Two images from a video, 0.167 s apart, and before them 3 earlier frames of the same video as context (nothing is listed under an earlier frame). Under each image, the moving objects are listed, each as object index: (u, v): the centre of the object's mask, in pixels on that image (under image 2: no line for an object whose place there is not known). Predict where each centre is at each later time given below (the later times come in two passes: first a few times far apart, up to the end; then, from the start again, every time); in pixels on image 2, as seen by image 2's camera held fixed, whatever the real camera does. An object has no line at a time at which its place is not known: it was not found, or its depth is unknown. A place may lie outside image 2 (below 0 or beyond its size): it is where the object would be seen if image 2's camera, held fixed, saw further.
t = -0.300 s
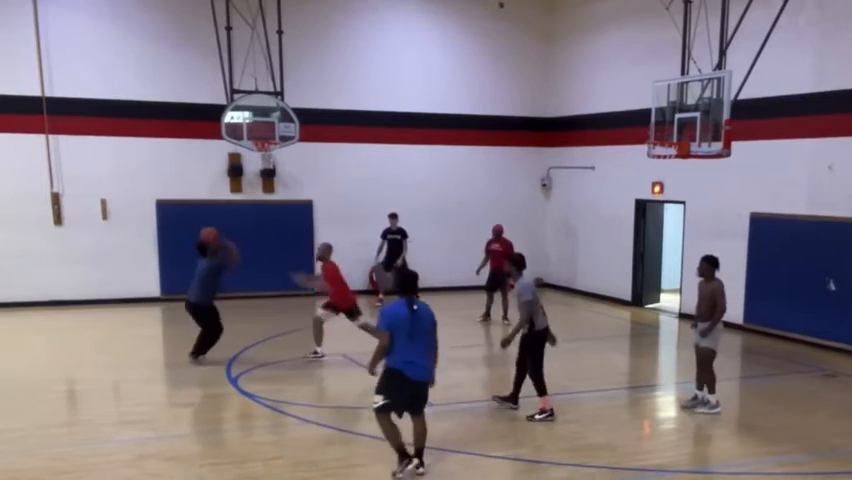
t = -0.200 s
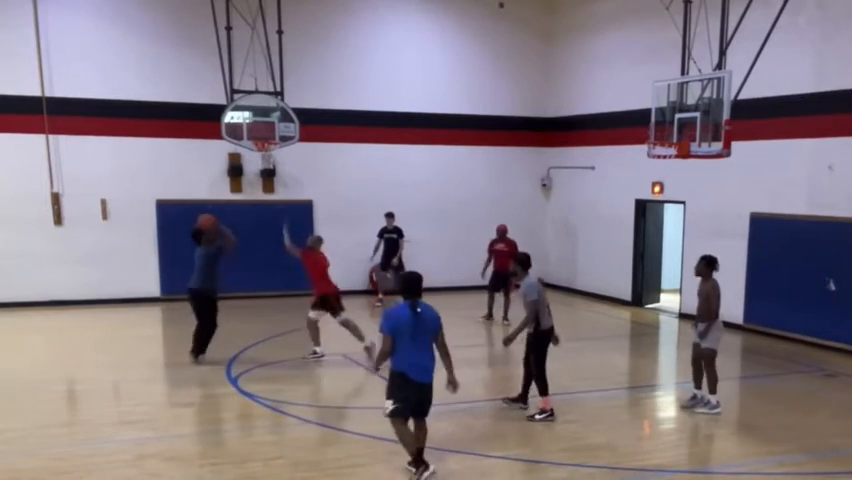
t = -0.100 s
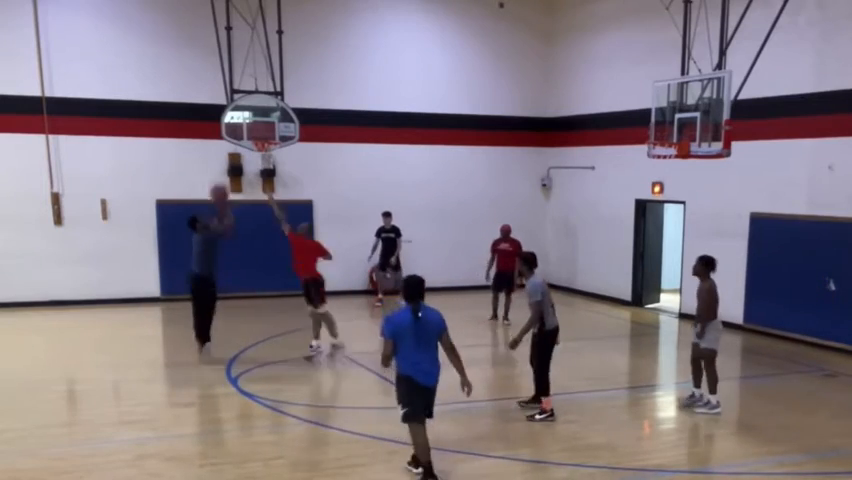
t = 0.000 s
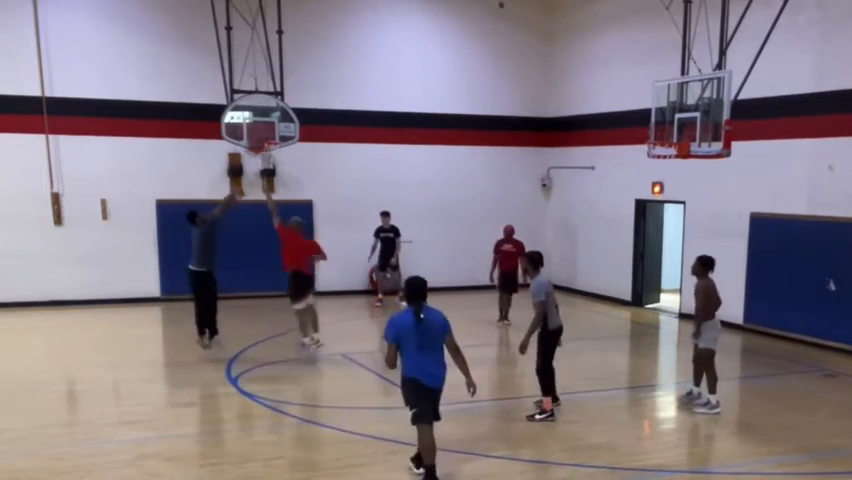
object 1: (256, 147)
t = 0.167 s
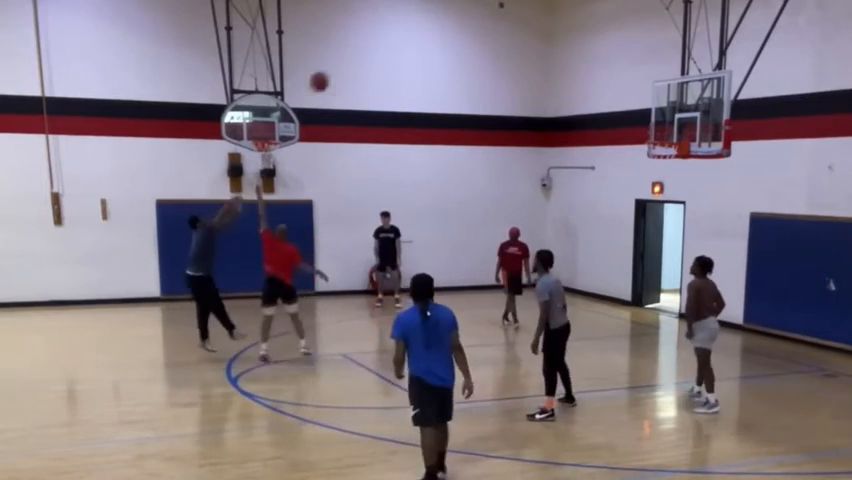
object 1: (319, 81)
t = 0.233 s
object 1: (344, 62)
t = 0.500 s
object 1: (445, 22)
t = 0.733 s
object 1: (530, 33)
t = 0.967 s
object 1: (610, 82)
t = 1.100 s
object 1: (654, 122)
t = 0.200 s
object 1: (332, 71)
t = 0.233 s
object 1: (344, 62)
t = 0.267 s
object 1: (357, 54)
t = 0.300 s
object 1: (370, 47)
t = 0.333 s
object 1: (383, 40)
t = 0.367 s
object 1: (395, 35)
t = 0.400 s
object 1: (408, 30)
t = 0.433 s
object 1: (420, 27)
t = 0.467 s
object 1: (433, 24)
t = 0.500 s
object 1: (445, 22)
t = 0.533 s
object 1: (458, 21)
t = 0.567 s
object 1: (470, 21)
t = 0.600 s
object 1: (482, 22)
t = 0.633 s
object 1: (494, 23)
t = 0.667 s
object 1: (506, 26)
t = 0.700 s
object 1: (518, 29)
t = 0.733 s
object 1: (530, 33)
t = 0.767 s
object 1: (542, 38)
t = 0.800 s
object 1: (553, 43)
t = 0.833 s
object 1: (565, 50)
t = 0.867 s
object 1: (577, 57)
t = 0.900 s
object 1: (588, 65)
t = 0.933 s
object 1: (600, 73)
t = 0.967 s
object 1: (610, 82)
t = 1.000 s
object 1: (621, 93)
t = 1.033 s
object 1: (632, 102)
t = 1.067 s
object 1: (643, 115)
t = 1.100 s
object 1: (654, 122)
